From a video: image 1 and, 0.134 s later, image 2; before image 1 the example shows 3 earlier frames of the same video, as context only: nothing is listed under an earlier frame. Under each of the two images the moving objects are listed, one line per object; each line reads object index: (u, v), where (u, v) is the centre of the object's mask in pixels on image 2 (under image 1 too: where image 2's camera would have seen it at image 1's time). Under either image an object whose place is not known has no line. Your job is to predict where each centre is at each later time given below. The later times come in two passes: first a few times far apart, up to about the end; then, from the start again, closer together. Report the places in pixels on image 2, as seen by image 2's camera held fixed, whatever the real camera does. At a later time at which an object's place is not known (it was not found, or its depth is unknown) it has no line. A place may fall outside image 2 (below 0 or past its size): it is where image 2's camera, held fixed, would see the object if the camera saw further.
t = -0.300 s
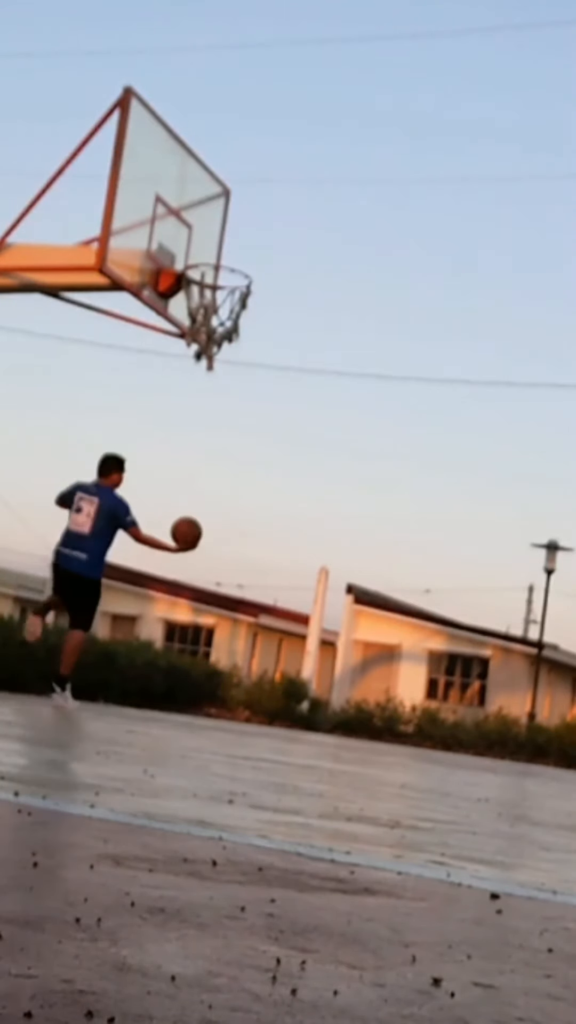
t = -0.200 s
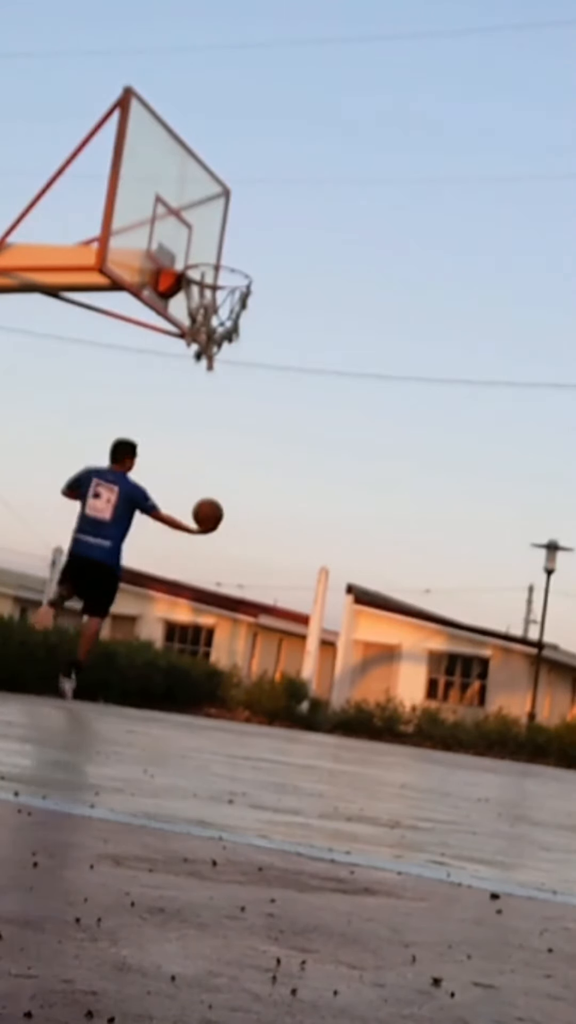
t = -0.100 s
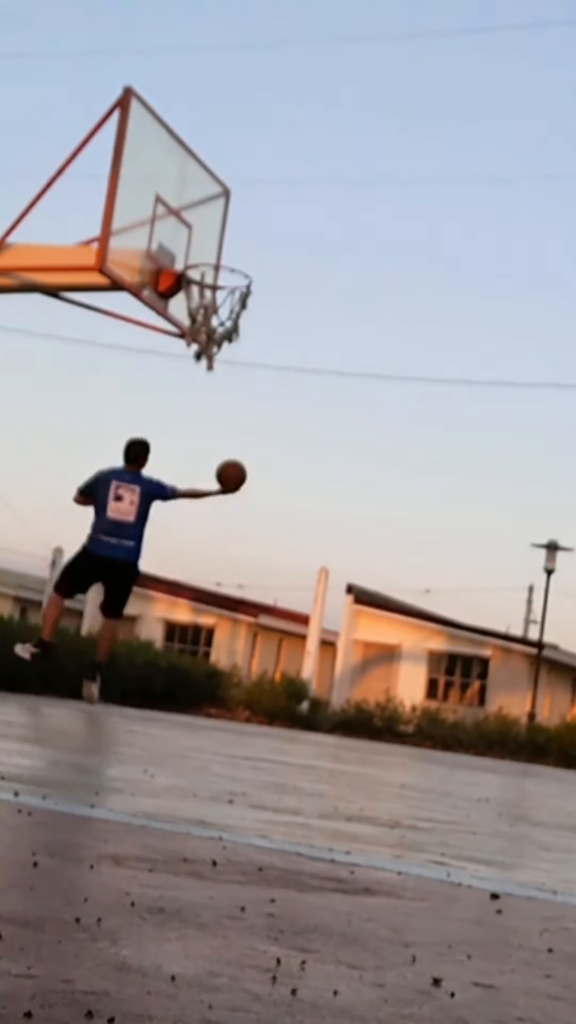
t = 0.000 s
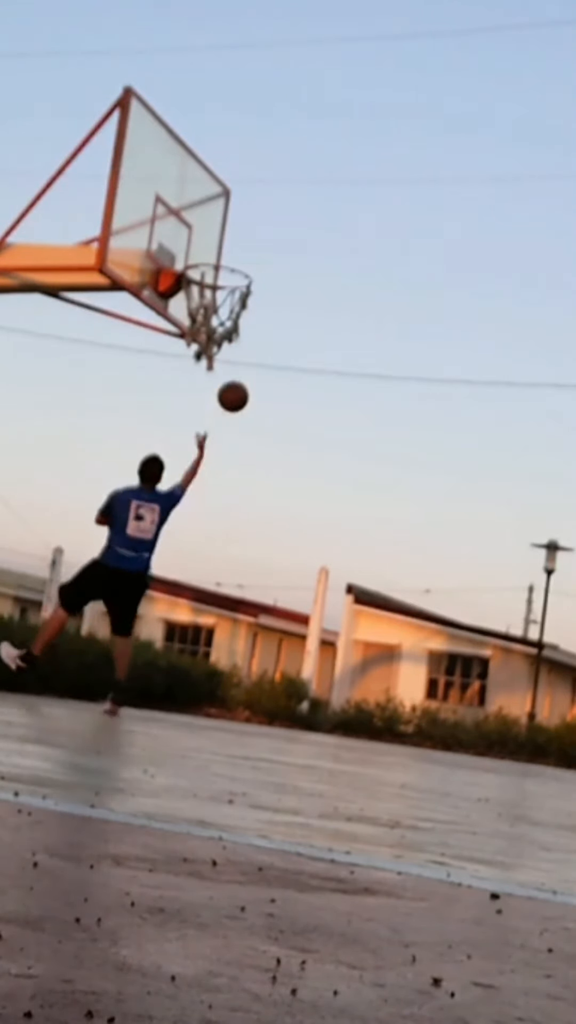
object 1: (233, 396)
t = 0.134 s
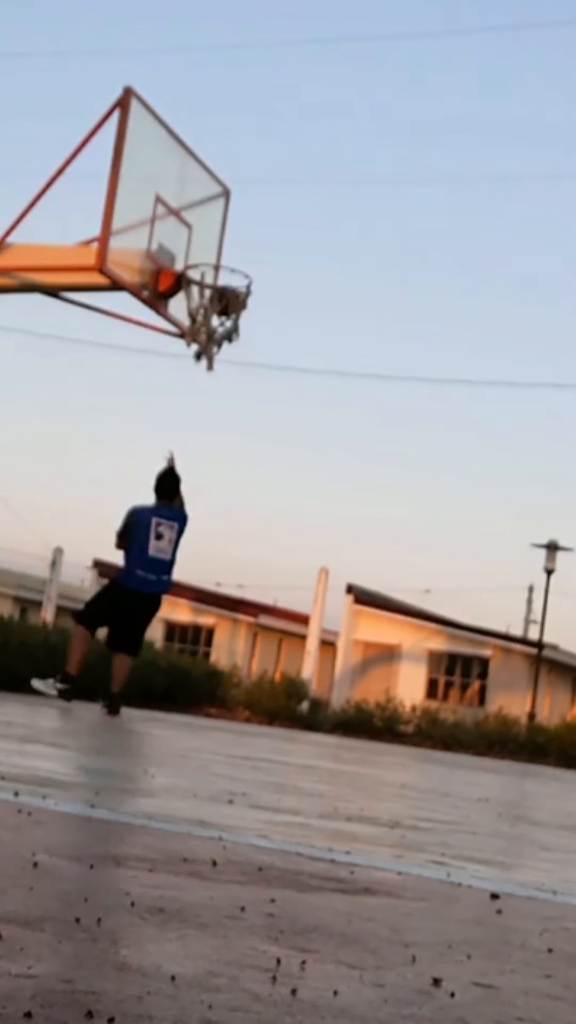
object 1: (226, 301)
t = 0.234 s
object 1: (217, 244)
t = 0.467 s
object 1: (197, 167)
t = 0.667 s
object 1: (198, 178)
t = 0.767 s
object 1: (195, 204)
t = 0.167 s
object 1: (222, 280)
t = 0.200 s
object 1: (220, 261)
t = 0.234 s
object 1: (217, 244)
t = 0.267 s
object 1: (214, 228)
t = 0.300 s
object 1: (211, 214)
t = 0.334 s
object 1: (208, 200)
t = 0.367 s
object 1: (204, 189)
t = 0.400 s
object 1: (199, 178)
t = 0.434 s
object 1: (197, 170)
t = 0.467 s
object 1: (197, 167)
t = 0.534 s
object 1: (198, 164)
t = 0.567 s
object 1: (199, 165)
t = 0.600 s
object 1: (199, 168)
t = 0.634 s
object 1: (199, 172)
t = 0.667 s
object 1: (198, 178)
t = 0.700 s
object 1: (197, 185)
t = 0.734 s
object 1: (196, 193)
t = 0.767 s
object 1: (195, 204)
